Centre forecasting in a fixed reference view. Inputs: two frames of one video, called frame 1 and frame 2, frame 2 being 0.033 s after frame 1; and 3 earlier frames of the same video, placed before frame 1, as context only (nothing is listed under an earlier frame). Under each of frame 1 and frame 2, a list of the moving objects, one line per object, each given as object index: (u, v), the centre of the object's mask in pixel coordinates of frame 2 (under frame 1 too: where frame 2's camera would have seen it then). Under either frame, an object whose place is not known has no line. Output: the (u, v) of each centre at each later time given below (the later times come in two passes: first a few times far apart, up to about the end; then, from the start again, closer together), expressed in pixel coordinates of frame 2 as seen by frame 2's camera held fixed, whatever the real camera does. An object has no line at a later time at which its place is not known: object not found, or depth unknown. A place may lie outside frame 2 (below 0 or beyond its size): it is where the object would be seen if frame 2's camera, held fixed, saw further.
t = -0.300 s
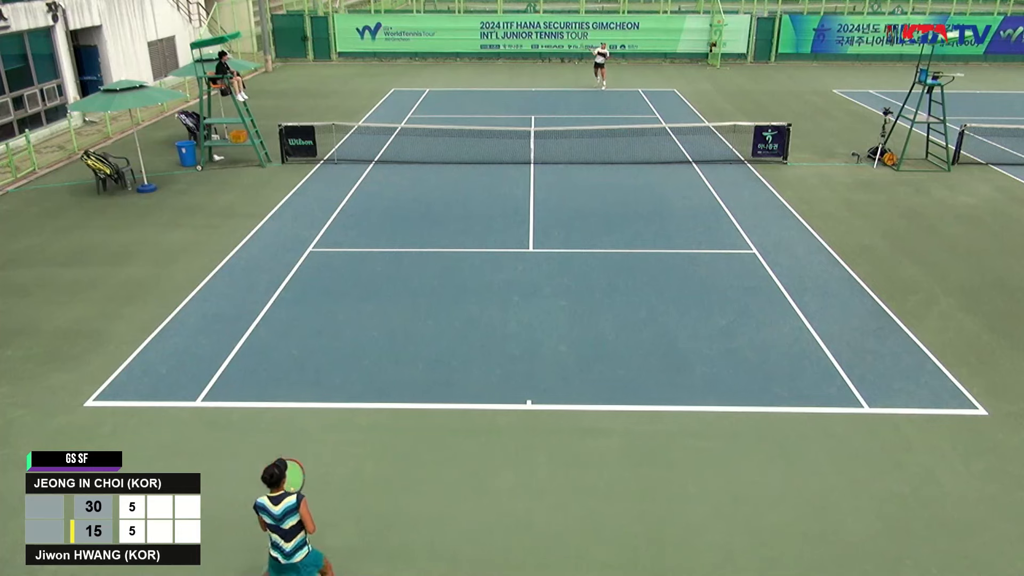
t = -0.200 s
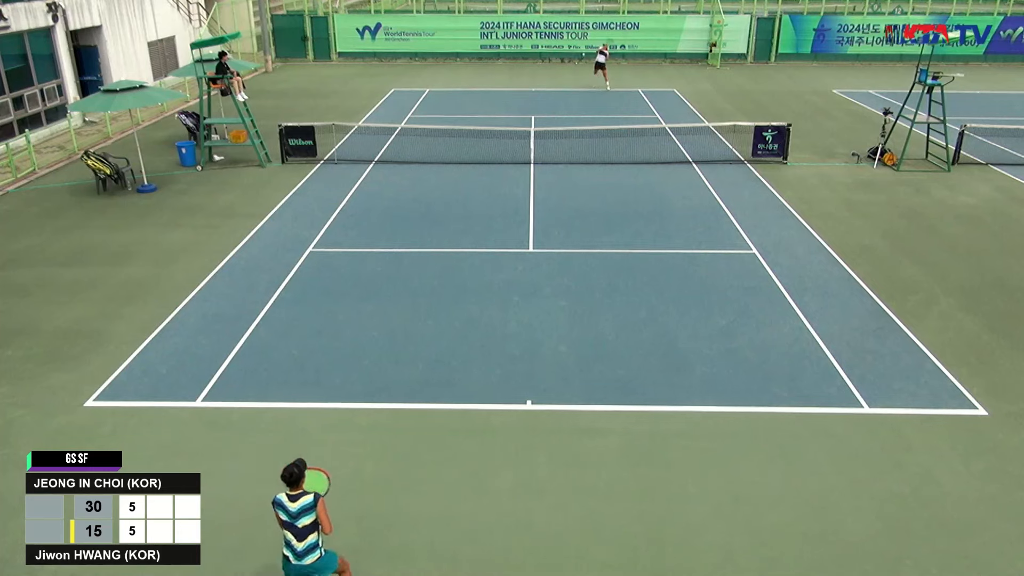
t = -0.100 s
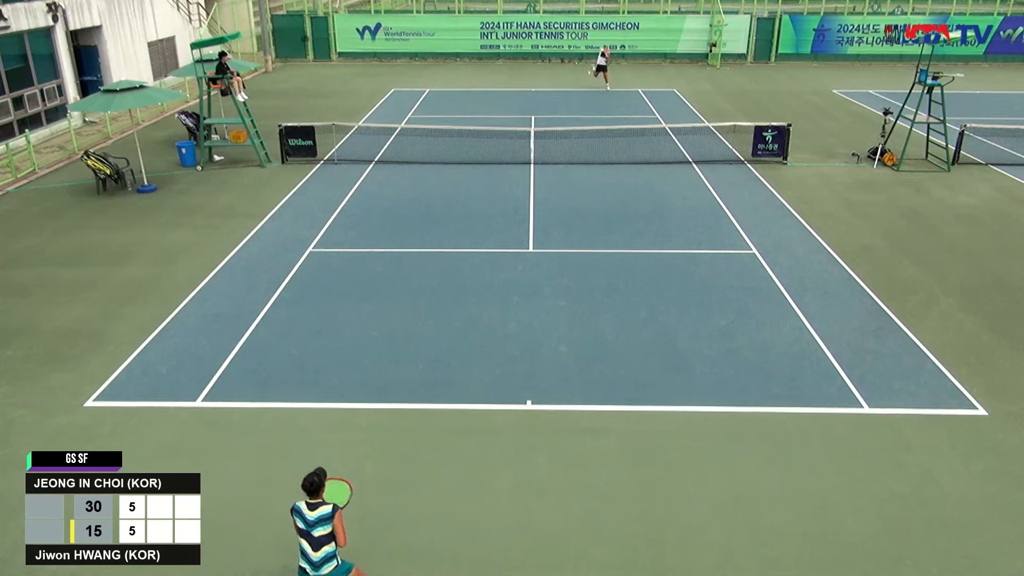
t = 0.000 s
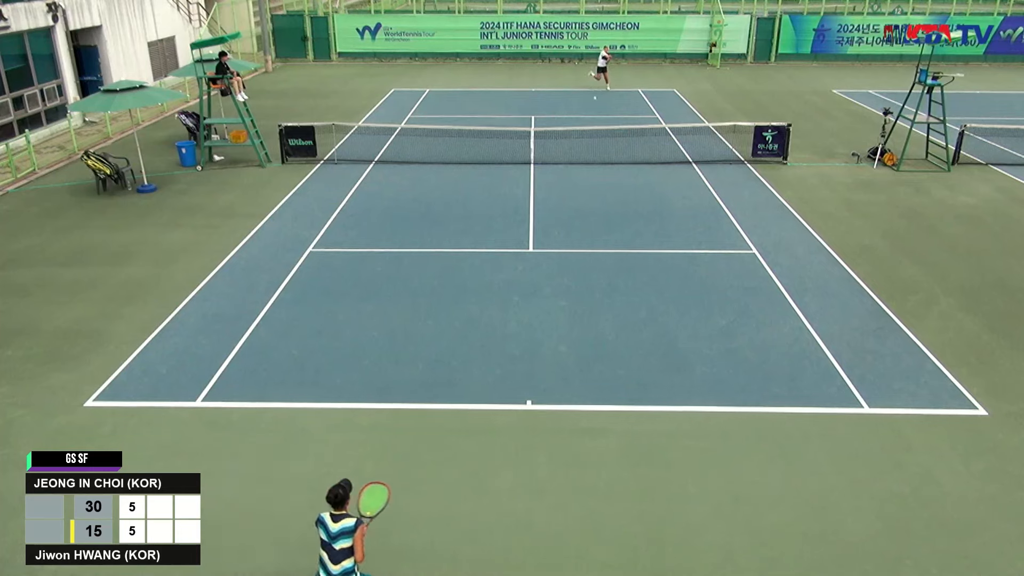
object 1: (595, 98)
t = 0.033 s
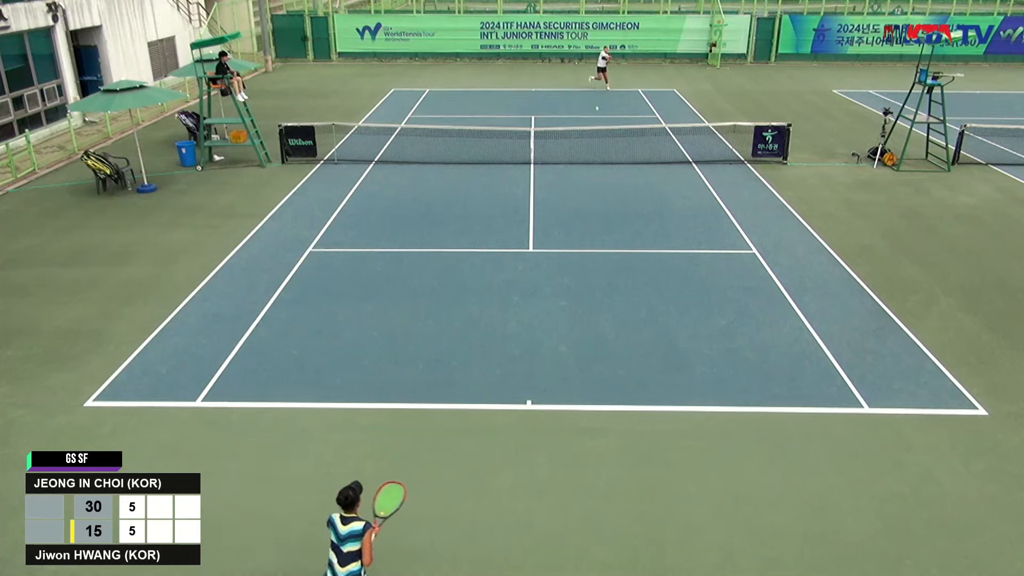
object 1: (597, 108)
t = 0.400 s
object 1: (626, 262)
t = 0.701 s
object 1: (666, 388)
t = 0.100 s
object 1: (601, 132)
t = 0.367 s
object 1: (622, 257)
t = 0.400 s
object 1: (626, 262)
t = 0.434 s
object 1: (629, 268)
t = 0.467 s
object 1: (632, 276)
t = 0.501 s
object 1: (636, 286)
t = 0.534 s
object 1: (640, 297)
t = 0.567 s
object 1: (644, 310)
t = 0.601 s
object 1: (649, 325)
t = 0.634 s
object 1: (654, 343)
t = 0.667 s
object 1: (660, 364)
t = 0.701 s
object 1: (666, 388)
